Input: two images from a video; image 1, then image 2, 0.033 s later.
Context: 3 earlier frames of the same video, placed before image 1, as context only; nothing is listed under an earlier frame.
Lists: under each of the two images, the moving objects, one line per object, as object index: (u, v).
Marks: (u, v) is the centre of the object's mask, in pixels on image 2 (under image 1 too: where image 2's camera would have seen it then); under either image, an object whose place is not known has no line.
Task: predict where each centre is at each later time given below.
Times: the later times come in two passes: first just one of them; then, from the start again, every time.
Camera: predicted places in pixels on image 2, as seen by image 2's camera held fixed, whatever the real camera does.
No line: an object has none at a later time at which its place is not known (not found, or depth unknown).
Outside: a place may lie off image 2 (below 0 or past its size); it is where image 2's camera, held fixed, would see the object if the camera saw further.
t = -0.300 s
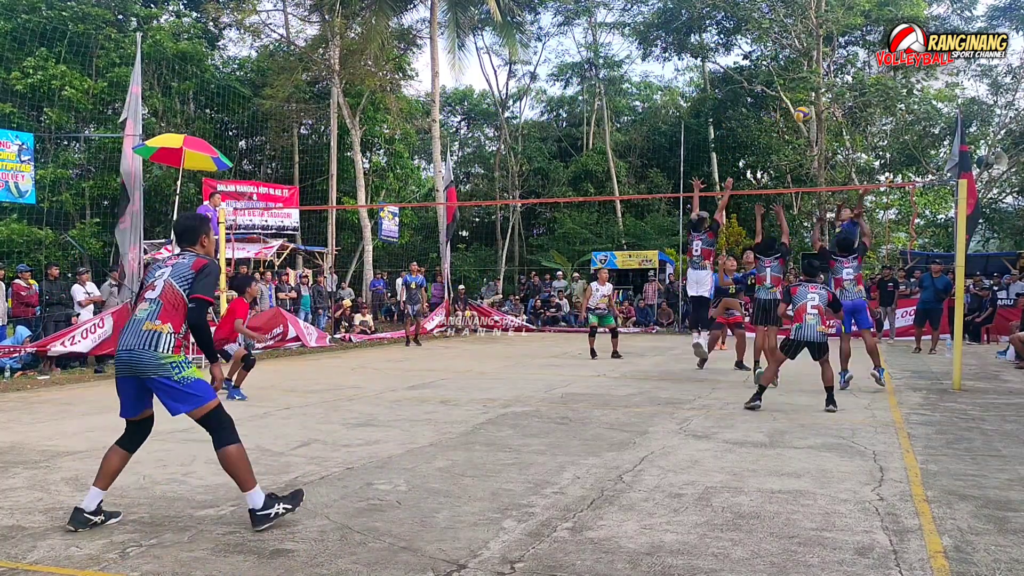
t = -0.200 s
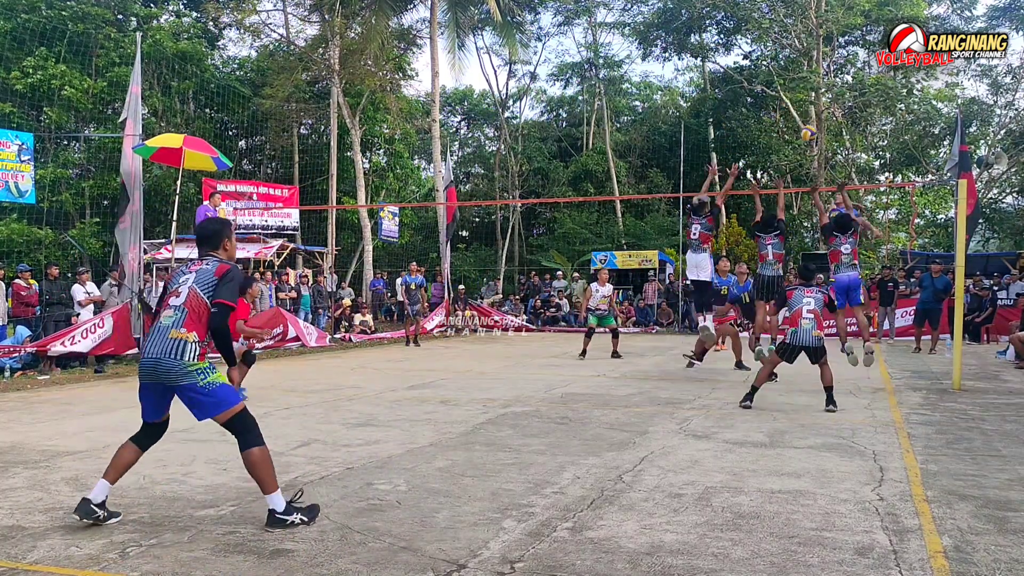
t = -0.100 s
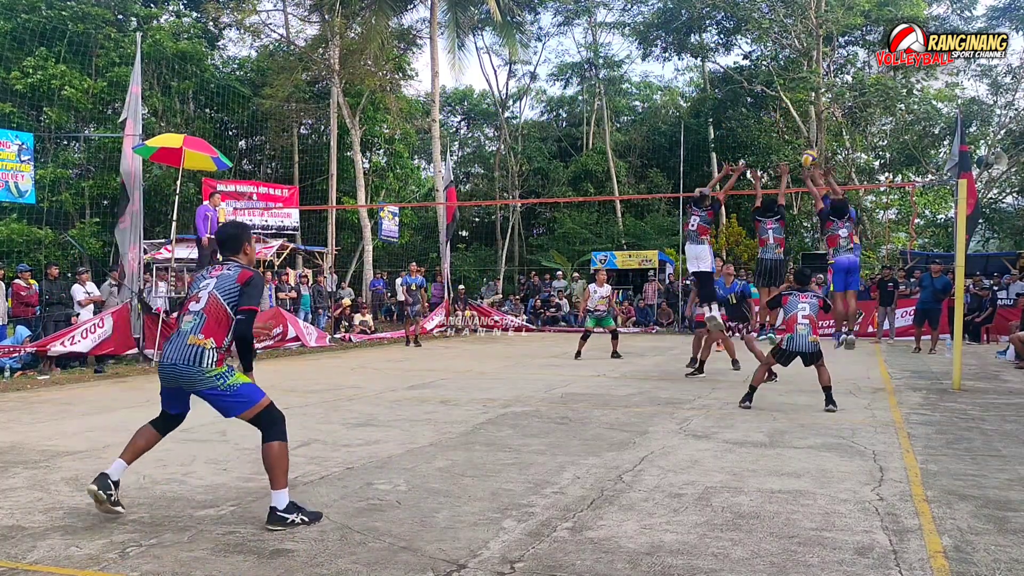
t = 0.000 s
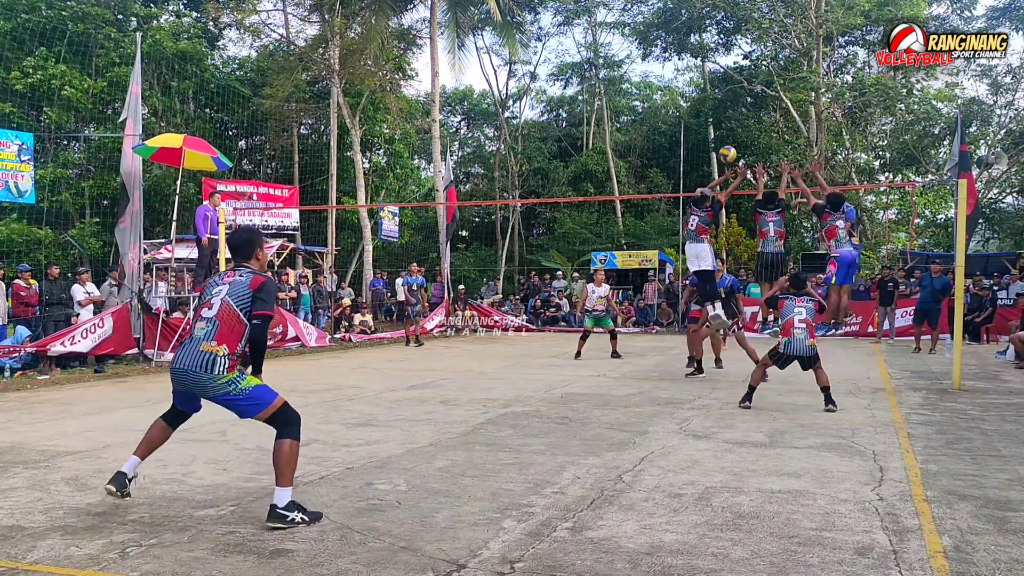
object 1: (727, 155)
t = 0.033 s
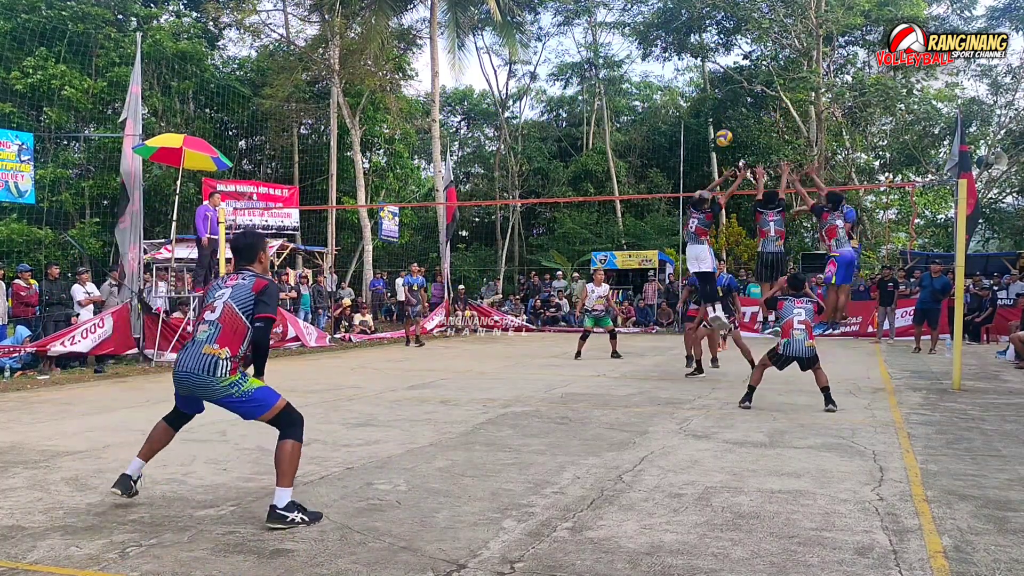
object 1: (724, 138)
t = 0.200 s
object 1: (706, 75)
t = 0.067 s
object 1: (720, 123)
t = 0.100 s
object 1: (716, 109)
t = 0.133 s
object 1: (713, 96)
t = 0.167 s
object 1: (709, 84)
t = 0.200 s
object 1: (706, 75)
